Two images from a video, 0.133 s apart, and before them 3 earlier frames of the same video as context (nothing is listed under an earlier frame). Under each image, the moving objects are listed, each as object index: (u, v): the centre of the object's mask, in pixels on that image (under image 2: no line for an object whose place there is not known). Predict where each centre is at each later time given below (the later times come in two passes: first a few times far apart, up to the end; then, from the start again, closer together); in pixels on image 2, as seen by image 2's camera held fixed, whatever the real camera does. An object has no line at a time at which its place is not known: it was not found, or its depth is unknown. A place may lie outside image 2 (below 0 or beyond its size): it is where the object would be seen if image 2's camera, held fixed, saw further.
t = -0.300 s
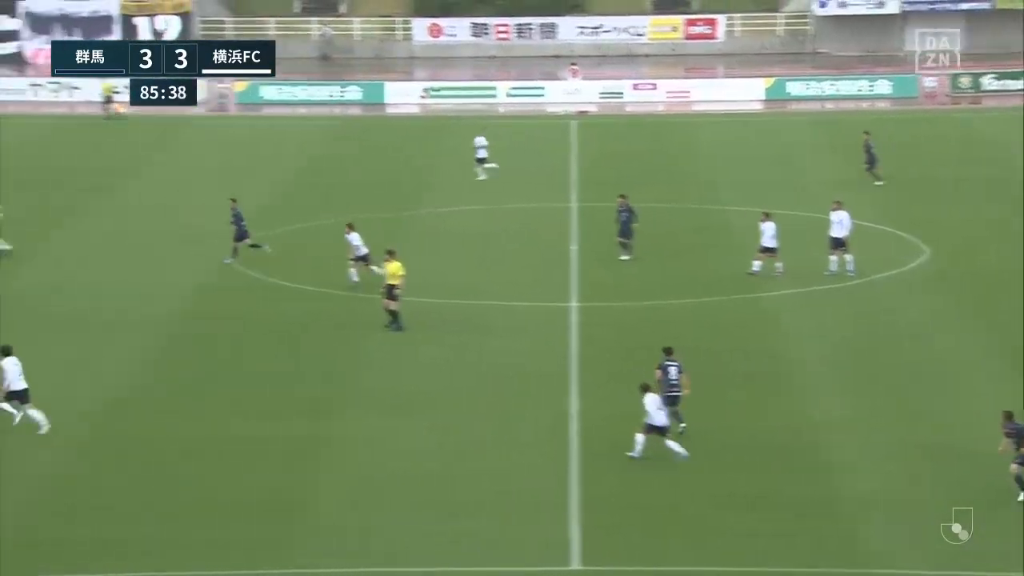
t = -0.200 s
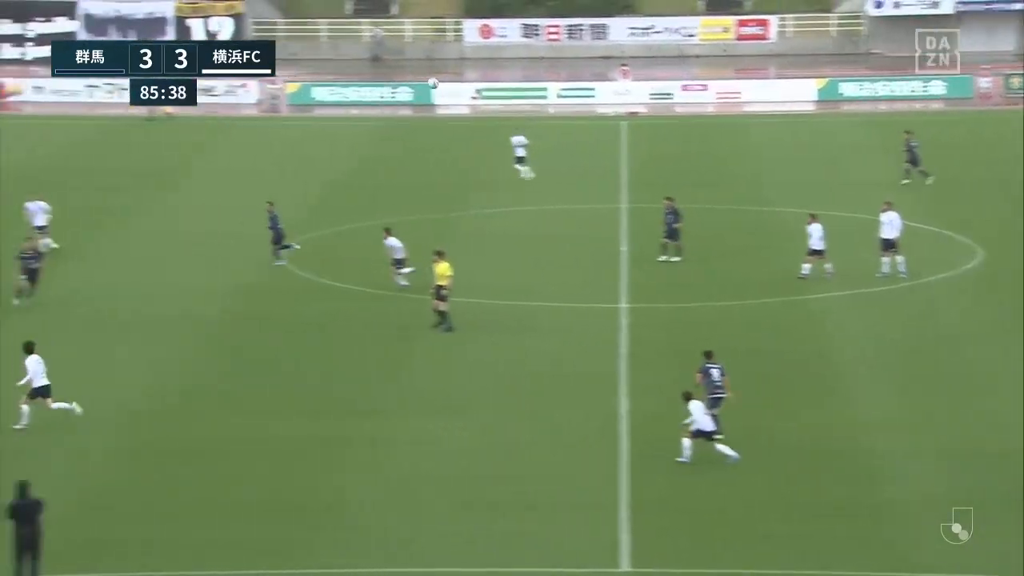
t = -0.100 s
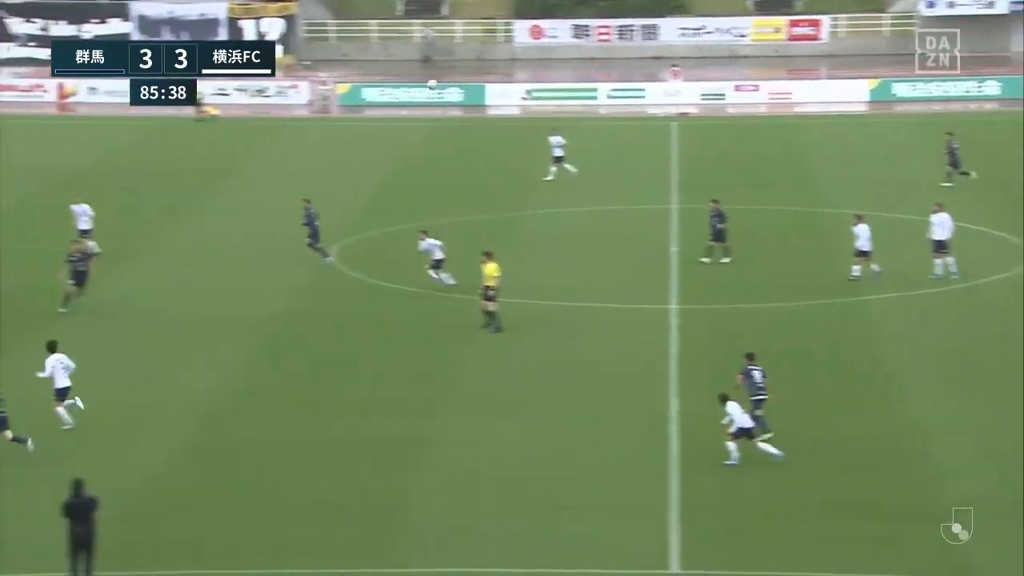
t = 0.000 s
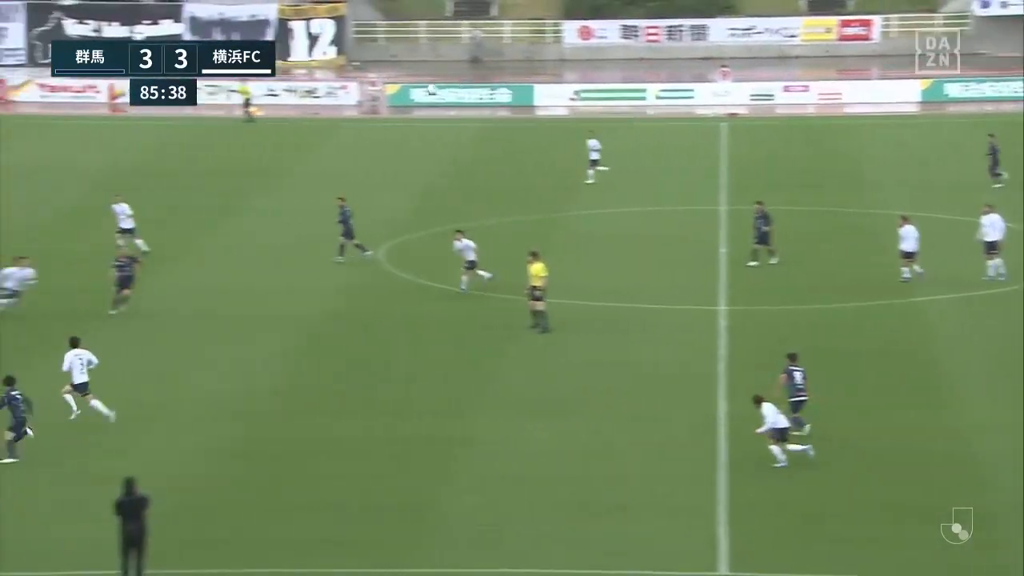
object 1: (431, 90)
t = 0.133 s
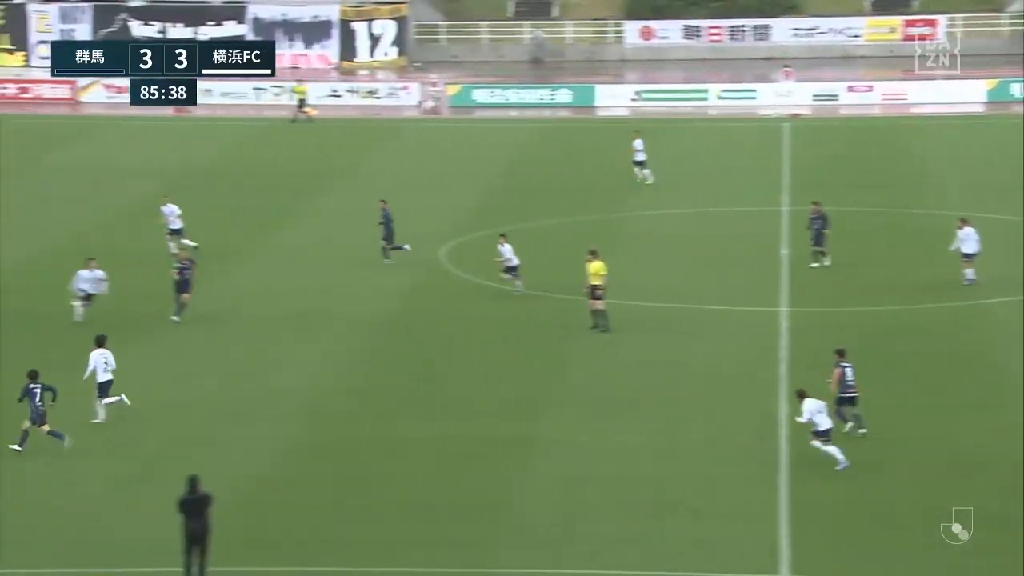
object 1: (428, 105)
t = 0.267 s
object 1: (369, 127)
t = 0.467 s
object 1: (284, 170)
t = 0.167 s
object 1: (414, 112)
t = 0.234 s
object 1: (384, 120)
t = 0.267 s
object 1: (369, 127)
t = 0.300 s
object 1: (355, 131)
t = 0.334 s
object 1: (341, 138)
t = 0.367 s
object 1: (326, 147)
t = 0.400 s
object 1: (313, 152)
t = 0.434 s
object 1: (299, 161)
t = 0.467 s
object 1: (284, 170)
